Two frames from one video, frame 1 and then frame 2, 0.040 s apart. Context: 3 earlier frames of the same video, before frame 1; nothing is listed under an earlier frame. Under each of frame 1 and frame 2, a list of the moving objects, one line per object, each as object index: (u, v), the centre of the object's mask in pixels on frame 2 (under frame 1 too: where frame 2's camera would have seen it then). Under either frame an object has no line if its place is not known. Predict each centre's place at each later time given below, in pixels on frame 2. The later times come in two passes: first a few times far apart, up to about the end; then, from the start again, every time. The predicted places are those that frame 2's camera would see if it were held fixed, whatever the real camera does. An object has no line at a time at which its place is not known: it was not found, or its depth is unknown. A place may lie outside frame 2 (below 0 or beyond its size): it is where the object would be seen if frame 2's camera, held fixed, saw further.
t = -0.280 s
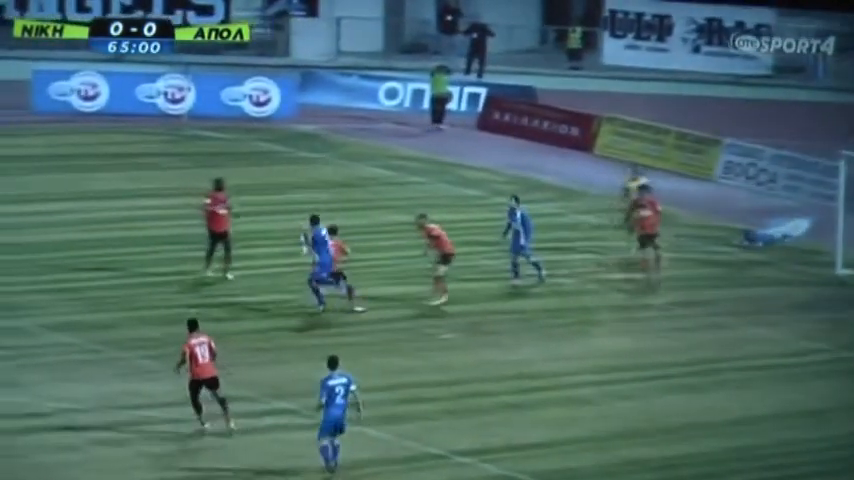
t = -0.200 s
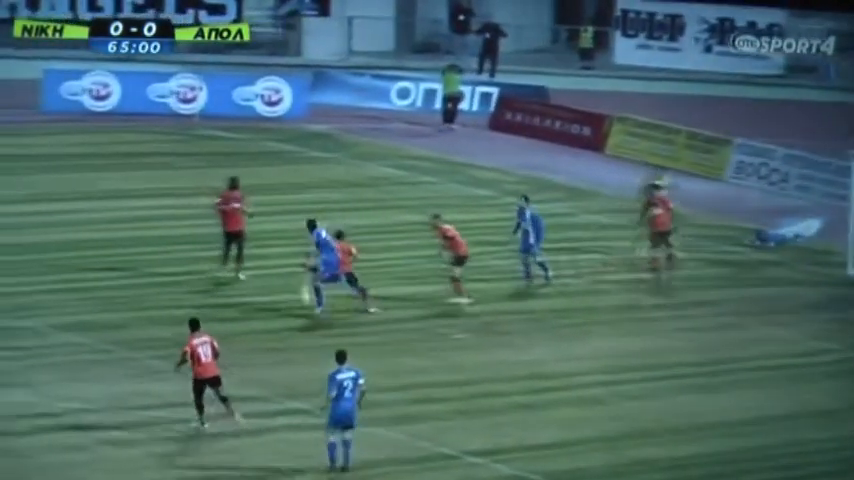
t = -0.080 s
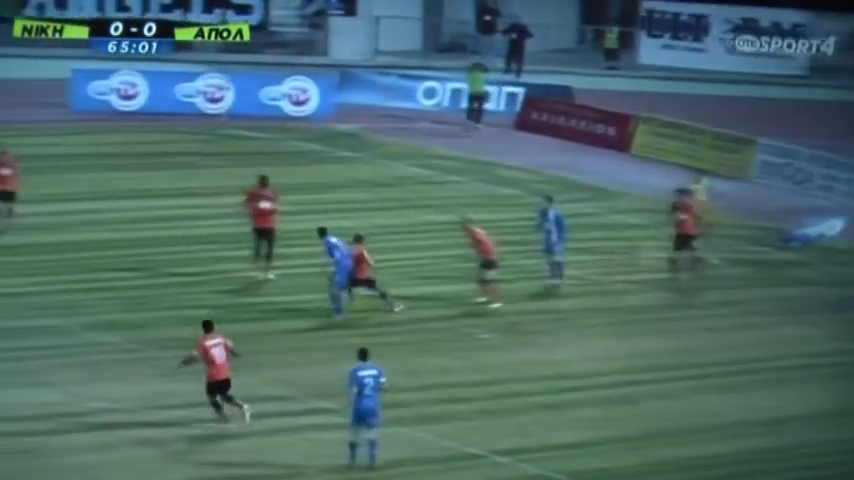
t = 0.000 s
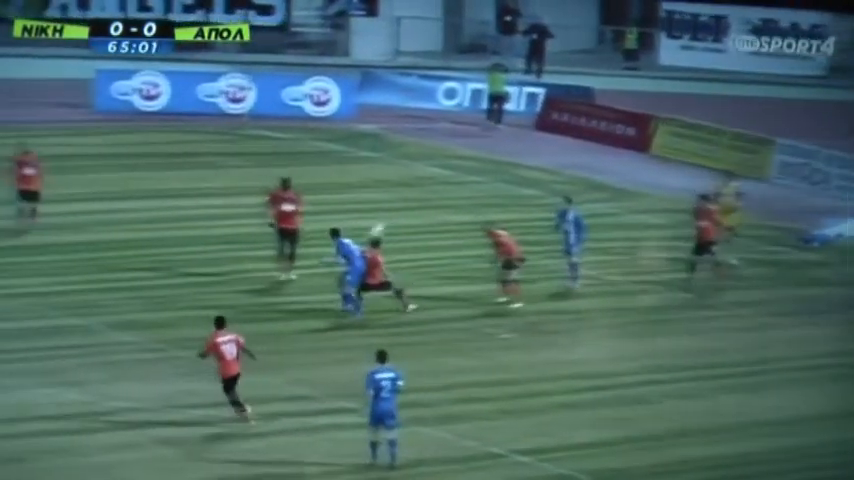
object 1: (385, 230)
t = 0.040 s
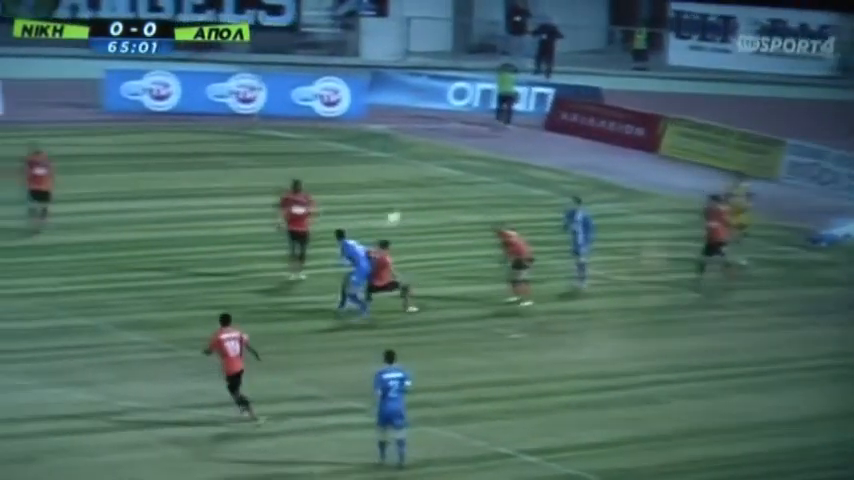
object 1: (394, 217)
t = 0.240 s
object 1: (424, 174)
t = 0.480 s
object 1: (458, 151)
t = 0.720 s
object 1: (490, 161)
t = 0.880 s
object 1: (512, 187)
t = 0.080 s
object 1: (399, 207)
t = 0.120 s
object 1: (405, 196)
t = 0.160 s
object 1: (411, 188)
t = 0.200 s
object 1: (418, 180)
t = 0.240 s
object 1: (424, 174)
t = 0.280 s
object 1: (431, 167)
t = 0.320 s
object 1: (435, 161)
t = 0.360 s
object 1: (441, 158)
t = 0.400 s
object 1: (447, 154)
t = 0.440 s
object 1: (452, 152)
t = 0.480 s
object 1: (458, 151)
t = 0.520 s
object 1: (463, 150)
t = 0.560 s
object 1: (468, 151)
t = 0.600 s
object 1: (474, 152)
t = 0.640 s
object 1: (479, 154)
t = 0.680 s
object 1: (485, 157)
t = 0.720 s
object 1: (490, 161)
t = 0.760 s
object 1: (496, 166)
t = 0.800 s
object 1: (501, 172)
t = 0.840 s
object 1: (507, 178)
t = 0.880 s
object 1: (512, 187)
